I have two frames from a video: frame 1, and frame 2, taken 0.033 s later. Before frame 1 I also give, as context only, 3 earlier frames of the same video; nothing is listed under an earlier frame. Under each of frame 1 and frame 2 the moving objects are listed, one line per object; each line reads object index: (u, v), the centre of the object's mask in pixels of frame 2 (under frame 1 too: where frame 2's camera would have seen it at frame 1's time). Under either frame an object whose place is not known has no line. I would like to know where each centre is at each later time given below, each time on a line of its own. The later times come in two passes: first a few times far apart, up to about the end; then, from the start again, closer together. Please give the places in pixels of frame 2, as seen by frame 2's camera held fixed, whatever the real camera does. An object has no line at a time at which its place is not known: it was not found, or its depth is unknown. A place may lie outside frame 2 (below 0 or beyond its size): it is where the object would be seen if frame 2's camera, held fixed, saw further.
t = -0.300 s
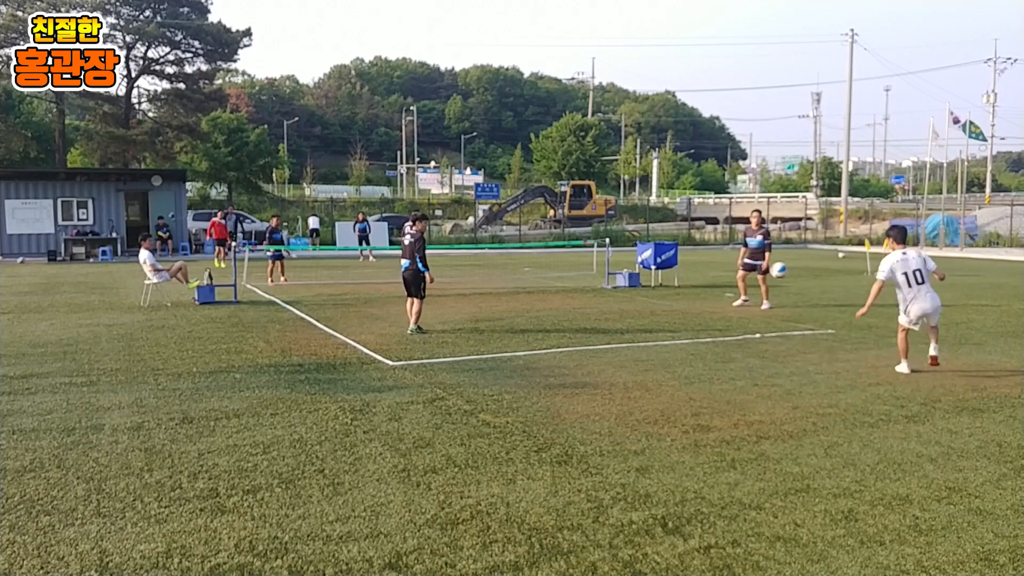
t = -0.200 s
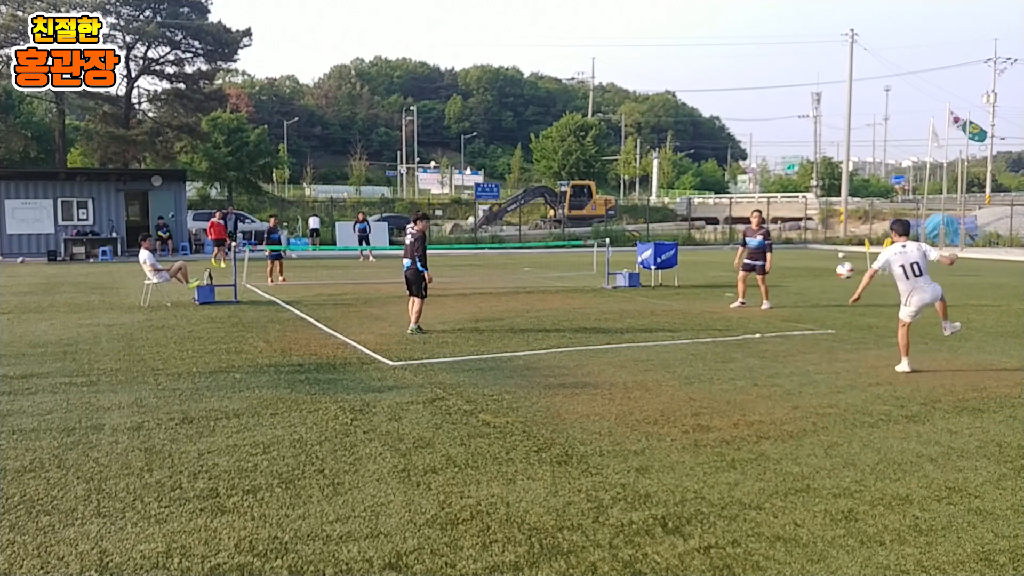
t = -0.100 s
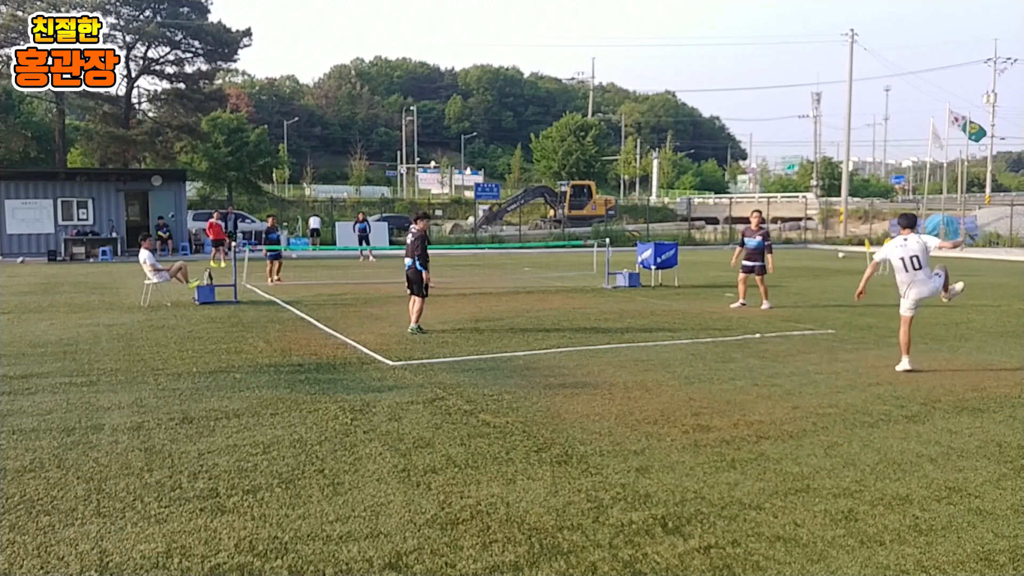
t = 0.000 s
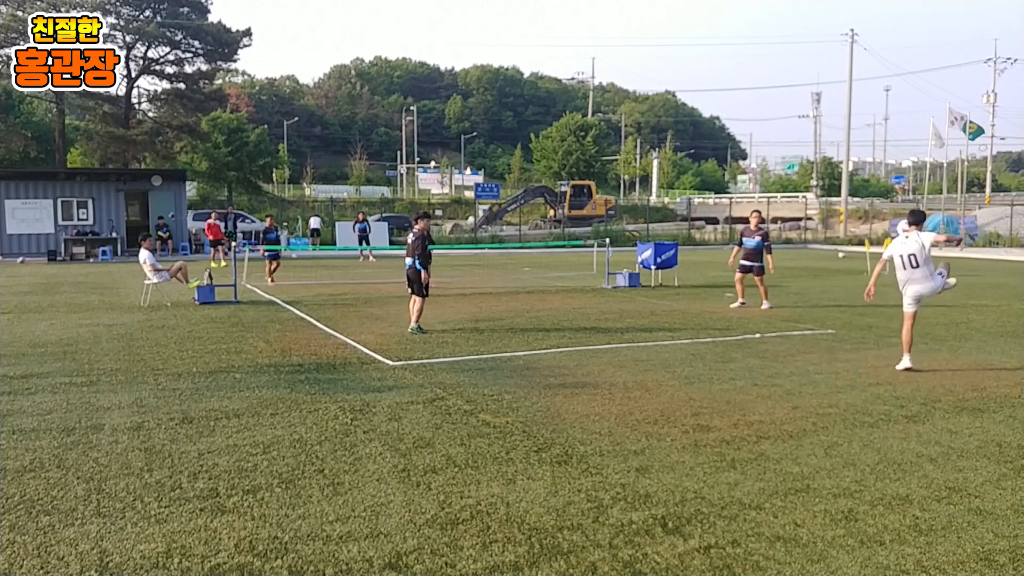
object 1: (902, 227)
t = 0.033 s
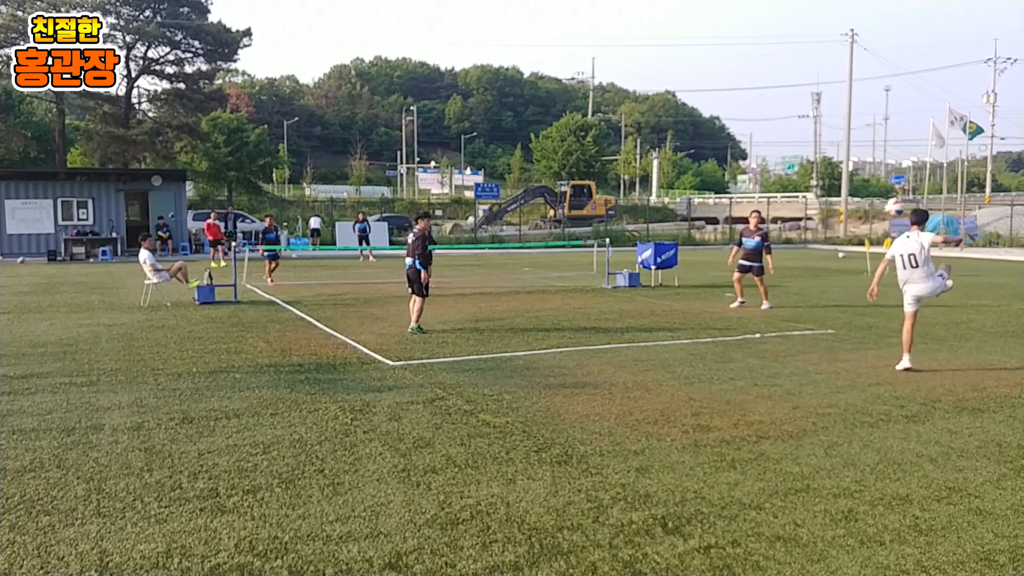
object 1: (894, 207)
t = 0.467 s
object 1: (758, 30)
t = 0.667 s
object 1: (703, 6)
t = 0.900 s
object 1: (642, 17)
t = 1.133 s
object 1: (586, 69)
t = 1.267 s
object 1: (555, 113)
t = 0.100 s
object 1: (871, 167)
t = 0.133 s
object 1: (860, 150)
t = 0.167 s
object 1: (849, 133)
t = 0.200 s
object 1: (839, 117)
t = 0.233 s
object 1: (828, 102)
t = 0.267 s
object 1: (817, 89)
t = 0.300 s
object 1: (808, 76)
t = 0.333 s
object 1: (797, 65)
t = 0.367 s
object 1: (788, 55)
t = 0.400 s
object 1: (777, 46)
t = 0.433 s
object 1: (768, 36)
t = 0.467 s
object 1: (758, 30)
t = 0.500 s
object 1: (749, 24)
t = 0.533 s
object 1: (740, 18)
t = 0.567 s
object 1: (731, 14)
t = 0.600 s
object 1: (721, 10)
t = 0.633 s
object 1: (711, 7)
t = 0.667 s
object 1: (703, 6)
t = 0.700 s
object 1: (694, 5)
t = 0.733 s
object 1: (684, 6)
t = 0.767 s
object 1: (676, 6)
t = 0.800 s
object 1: (668, 7)
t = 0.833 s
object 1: (659, 9)
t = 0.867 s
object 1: (650, 13)
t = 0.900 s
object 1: (642, 17)
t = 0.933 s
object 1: (633, 22)
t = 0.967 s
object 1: (626, 28)
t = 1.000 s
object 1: (617, 34)
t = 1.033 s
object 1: (609, 42)
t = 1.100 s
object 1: (593, 59)
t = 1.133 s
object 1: (586, 69)
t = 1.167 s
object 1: (578, 78)
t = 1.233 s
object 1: (562, 102)
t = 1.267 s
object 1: (555, 113)
